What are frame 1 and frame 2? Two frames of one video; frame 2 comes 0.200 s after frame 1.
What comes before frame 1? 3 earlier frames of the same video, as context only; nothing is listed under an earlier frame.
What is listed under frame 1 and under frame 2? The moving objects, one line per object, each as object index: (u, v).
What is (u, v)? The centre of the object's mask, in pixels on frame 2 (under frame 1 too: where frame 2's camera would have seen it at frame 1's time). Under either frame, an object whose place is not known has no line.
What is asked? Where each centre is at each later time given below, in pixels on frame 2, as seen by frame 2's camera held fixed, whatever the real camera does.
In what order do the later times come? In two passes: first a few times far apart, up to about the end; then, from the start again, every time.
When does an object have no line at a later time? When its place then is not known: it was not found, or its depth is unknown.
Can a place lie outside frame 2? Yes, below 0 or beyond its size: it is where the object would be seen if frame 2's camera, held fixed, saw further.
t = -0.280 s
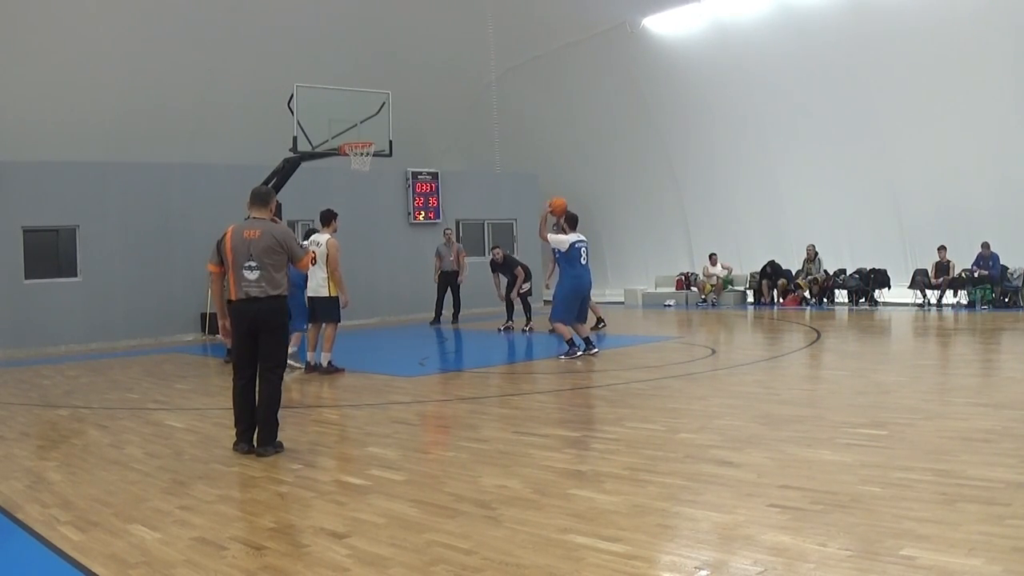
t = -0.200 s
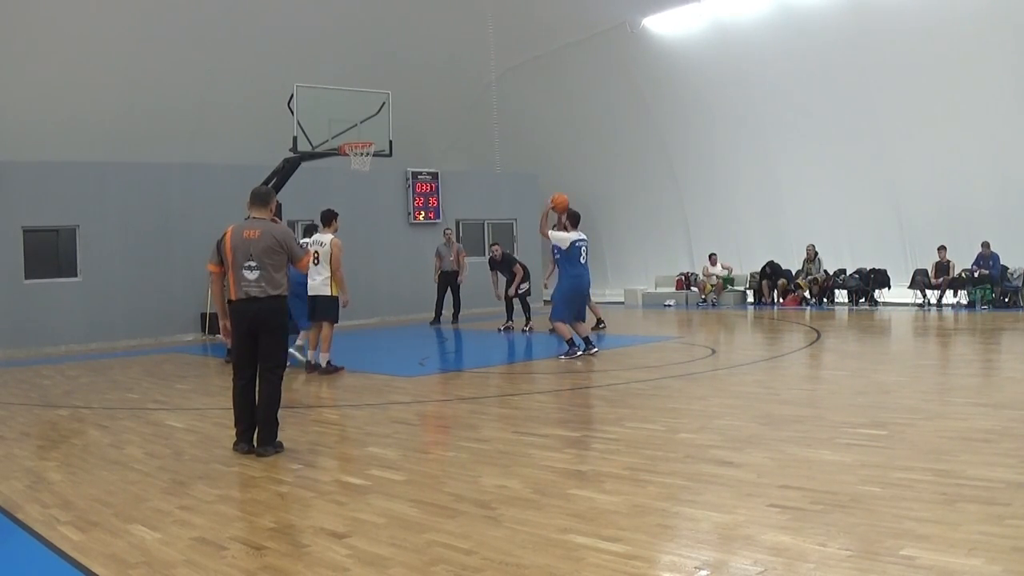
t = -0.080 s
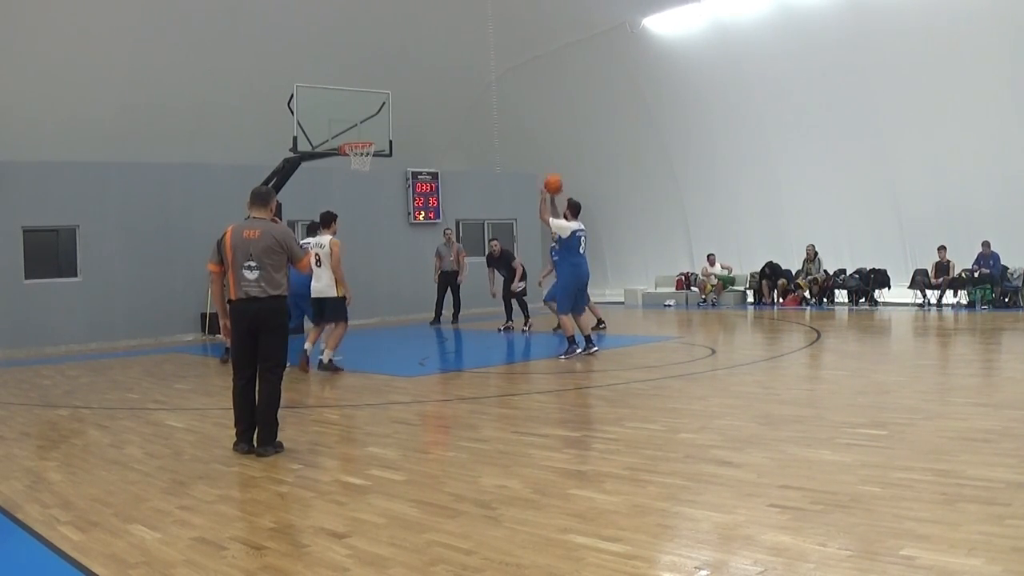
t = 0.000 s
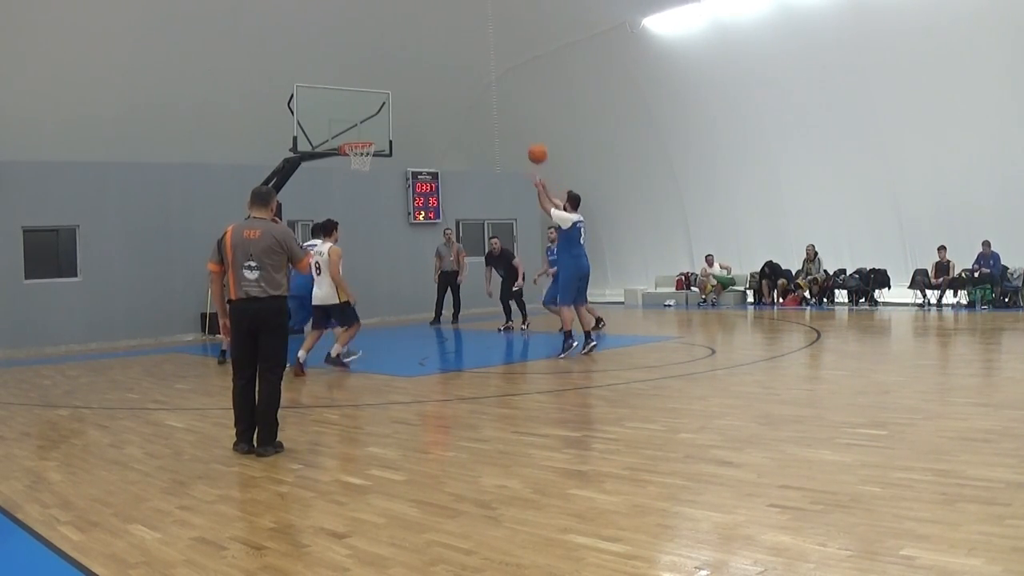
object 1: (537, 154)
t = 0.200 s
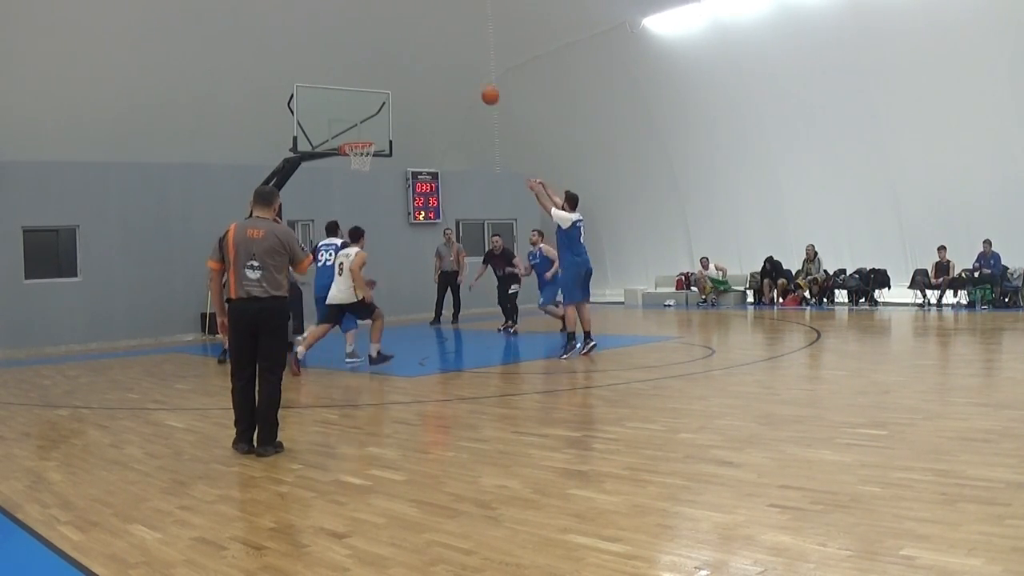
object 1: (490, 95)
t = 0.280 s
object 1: (473, 81)
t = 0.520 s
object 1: (428, 68)
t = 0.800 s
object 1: (383, 100)
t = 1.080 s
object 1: (350, 130)
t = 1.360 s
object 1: (333, 114)
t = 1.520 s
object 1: (324, 128)
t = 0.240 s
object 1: (482, 88)
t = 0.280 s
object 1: (473, 81)
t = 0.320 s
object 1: (465, 76)
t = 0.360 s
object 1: (458, 73)
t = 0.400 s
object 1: (450, 70)
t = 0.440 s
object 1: (442, 68)
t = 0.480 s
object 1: (435, 68)
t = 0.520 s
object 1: (428, 68)
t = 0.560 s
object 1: (421, 70)
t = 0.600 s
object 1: (415, 73)
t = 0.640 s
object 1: (408, 76)
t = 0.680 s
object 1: (402, 81)
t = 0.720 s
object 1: (396, 86)
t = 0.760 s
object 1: (389, 92)
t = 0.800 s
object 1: (383, 100)
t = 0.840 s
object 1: (377, 108)
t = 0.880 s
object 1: (372, 117)
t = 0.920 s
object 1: (366, 127)
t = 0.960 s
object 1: (361, 137)
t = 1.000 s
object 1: (357, 137)
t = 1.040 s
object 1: (353, 135)
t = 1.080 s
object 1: (350, 130)
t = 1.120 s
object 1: (348, 125)
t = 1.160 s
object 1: (345, 120)
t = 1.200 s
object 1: (343, 117)
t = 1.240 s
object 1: (340, 115)
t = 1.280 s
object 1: (338, 113)
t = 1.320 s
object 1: (336, 113)
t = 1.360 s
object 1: (333, 114)
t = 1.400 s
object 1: (331, 116)
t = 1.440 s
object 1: (328, 119)
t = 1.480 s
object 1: (326, 123)
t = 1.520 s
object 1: (324, 128)
